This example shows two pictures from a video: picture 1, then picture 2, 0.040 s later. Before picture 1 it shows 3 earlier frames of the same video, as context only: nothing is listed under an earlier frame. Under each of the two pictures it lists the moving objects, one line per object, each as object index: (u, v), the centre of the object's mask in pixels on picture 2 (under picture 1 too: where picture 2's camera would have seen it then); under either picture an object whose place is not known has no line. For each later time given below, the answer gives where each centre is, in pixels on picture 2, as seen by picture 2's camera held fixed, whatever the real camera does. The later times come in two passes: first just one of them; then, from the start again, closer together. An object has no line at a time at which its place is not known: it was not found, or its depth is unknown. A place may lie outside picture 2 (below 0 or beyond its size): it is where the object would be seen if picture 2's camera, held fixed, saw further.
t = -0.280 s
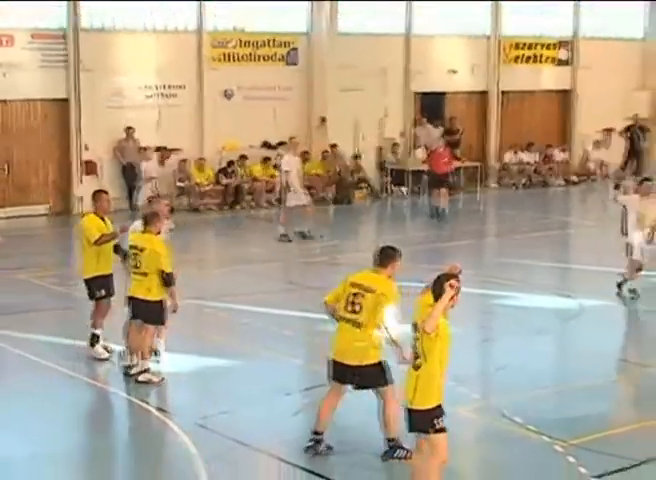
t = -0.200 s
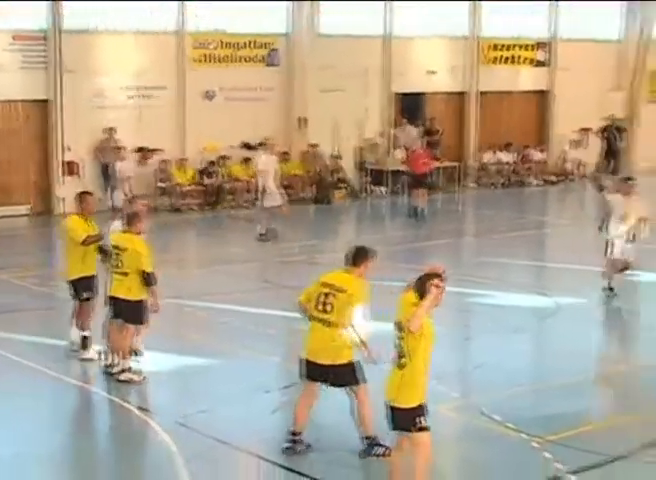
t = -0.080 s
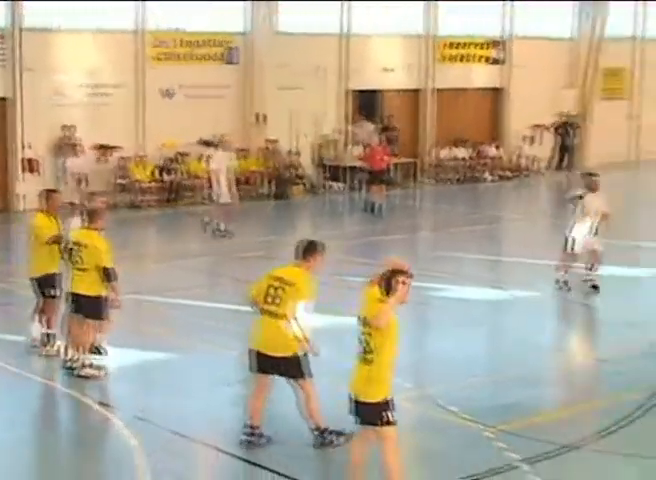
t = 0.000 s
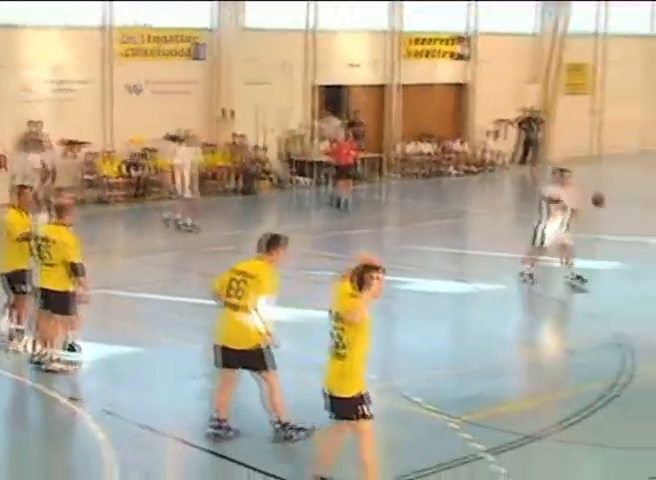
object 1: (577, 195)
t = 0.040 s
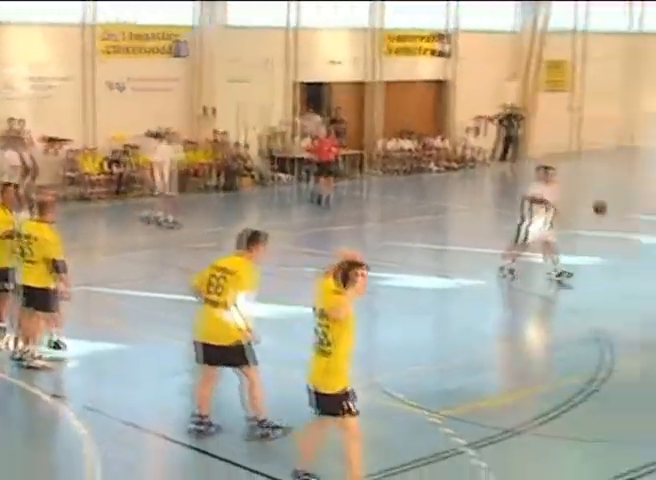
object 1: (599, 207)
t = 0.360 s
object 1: (799, 329)
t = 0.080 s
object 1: (623, 223)
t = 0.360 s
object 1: (799, 329)
